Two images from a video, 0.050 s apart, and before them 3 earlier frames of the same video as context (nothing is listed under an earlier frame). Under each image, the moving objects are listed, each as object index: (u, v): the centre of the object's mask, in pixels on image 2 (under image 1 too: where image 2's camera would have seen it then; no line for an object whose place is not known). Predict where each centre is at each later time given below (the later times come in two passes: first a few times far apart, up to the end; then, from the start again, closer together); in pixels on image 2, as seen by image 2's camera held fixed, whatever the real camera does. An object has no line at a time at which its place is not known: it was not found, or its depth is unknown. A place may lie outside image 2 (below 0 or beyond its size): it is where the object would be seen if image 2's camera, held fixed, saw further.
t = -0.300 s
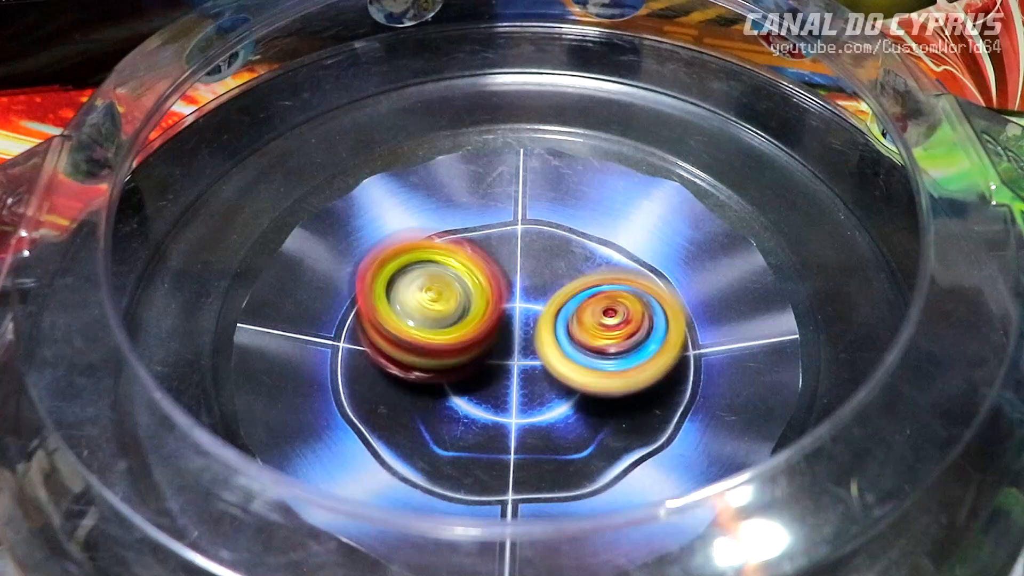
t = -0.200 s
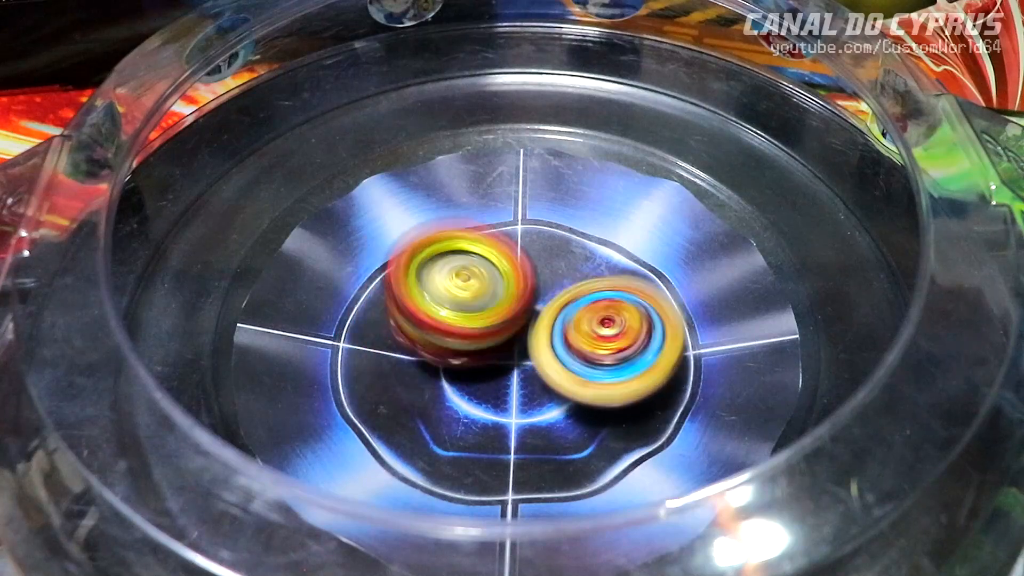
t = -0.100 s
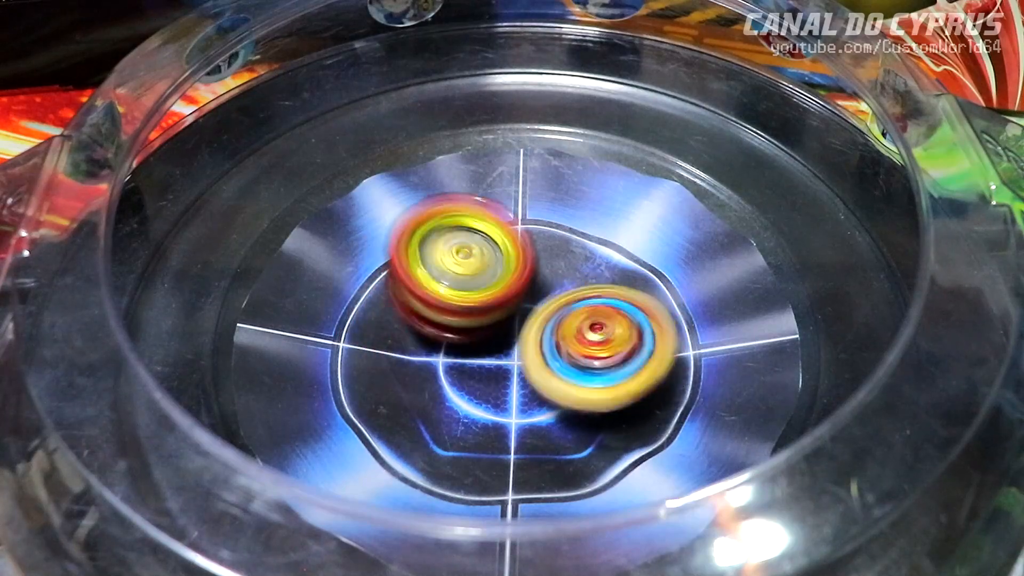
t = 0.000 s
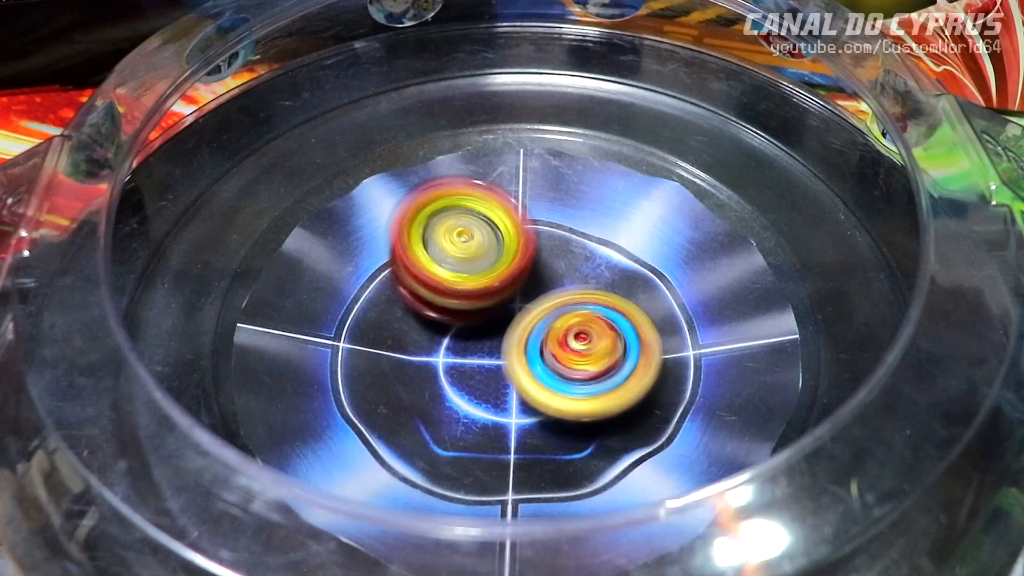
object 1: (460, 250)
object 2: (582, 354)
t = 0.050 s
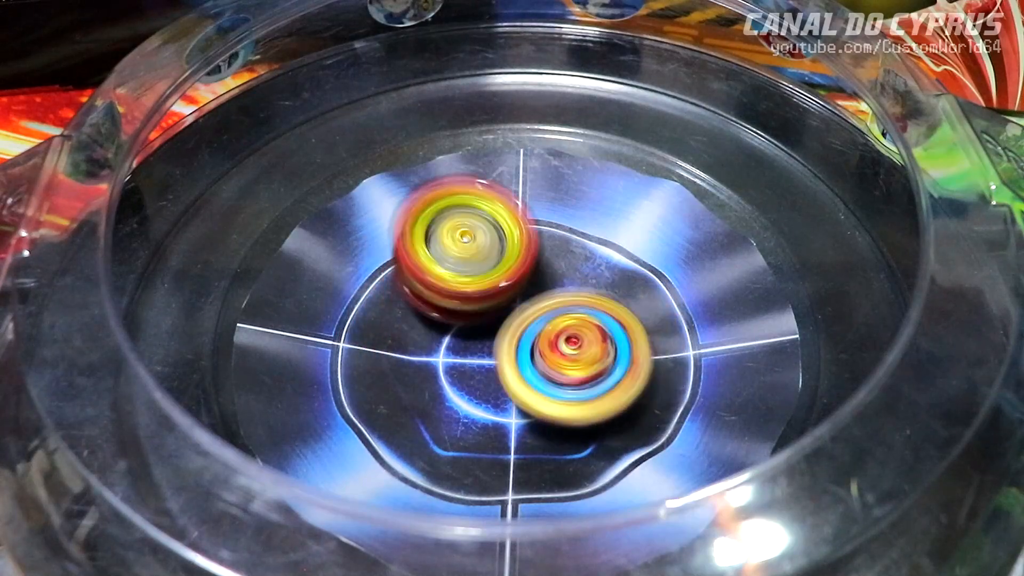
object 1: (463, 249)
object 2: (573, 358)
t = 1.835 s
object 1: (515, 387)
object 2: (477, 259)
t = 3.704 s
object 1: (449, 282)
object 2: (588, 349)
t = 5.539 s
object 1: (527, 252)
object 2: (526, 402)
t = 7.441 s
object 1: (488, 289)
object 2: (554, 365)
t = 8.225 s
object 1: (488, 289)
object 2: (554, 365)
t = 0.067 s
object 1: (464, 249)
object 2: (572, 359)
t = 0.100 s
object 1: (470, 251)
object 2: (564, 360)
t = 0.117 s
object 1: (471, 252)
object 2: (561, 361)
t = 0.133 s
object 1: (473, 252)
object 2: (555, 362)
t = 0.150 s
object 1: (478, 252)
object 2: (555, 366)
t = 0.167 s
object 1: (480, 246)
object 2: (555, 375)
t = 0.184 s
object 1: (479, 236)
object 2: (552, 385)
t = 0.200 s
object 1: (479, 228)
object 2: (551, 392)
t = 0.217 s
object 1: (479, 224)
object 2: (546, 398)
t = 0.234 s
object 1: (480, 220)
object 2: (539, 402)
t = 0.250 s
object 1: (480, 216)
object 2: (534, 407)
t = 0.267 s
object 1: (479, 214)
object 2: (528, 411)
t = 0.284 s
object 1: (479, 212)
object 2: (524, 413)
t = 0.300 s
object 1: (480, 209)
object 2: (521, 416)
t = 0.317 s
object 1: (481, 207)
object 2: (519, 418)
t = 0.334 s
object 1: (482, 205)
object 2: (518, 418)
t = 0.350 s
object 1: (484, 202)
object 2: (515, 419)
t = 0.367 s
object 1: (485, 200)
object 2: (514, 419)
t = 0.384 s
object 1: (488, 199)
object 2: (513, 418)
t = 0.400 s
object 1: (491, 196)
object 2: (510, 419)
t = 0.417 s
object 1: (494, 196)
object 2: (509, 417)
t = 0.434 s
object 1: (498, 195)
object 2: (506, 417)
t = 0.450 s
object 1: (503, 193)
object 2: (505, 415)
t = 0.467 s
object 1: (507, 194)
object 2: (503, 416)
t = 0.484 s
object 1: (511, 195)
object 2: (502, 415)
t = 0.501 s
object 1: (516, 194)
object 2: (500, 415)
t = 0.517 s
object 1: (521, 195)
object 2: (498, 414)
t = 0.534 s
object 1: (525, 198)
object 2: (498, 412)
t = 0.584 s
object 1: (539, 206)
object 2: (495, 408)
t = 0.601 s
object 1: (543, 208)
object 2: (493, 407)
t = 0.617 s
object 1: (547, 211)
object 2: (493, 404)
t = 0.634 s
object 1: (550, 216)
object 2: (490, 403)
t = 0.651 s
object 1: (553, 220)
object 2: (489, 401)
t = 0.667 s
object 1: (556, 224)
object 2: (489, 399)
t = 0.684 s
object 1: (559, 230)
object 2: (486, 397)
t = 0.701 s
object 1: (560, 233)
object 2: (486, 394)
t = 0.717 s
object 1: (561, 238)
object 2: (485, 390)
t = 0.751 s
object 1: (563, 249)
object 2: (481, 382)
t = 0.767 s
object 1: (563, 254)
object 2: (480, 375)
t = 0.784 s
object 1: (566, 261)
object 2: (478, 370)
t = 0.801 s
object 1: (569, 258)
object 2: (475, 368)
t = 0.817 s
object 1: (571, 258)
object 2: (470, 363)
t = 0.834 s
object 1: (576, 256)
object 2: (464, 364)
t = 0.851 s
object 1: (583, 254)
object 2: (458, 361)
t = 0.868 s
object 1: (587, 254)
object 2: (454, 357)
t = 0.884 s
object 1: (591, 254)
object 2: (450, 354)
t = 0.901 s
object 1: (595, 256)
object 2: (447, 348)
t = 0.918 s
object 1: (598, 257)
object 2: (443, 345)
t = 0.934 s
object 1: (602, 259)
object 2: (441, 341)
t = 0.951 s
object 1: (605, 261)
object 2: (439, 337)
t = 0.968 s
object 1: (608, 263)
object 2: (436, 334)
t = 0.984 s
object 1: (610, 265)
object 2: (436, 330)
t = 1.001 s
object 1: (612, 268)
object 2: (434, 326)
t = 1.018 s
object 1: (614, 271)
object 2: (433, 323)
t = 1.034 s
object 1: (614, 274)
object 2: (432, 320)
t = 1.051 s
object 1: (614, 278)
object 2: (432, 318)
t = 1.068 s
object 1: (613, 281)
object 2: (432, 314)
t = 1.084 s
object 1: (612, 284)
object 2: (430, 312)
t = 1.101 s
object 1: (610, 290)
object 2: (430, 311)
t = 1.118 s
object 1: (607, 294)
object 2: (430, 310)
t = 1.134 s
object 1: (605, 298)
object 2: (432, 308)
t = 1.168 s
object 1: (600, 308)
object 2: (432, 305)
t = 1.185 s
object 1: (596, 311)
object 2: (431, 301)
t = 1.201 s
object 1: (593, 315)
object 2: (431, 300)
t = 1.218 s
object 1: (590, 319)
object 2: (430, 300)
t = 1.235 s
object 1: (588, 321)
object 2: (430, 298)
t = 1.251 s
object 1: (590, 325)
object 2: (428, 296)
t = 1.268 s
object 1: (590, 330)
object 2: (426, 295)
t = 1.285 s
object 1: (590, 333)
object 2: (428, 294)
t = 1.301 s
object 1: (589, 335)
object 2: (428, 292)
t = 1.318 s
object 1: (589, 340)
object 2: (429, 291)
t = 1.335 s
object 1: (587, 344)
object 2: (430, 289)
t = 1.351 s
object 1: (585, 346)
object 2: (431, 287)
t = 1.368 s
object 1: (583, 350)
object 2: (431, 286)
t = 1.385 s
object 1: (581, 354)
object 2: (431, 285)
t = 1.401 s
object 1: (577, 357)
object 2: (434, 285)
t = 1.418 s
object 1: (574, 359)
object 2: (434, 282)
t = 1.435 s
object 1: (571, 363)
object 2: (435, 283)
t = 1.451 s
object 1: (567, 365)
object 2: (437, 282)
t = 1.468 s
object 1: (563, 367)
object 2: (440, 281)
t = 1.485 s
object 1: (559, 369)
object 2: (440, 281)
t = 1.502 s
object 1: (554, 372)
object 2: (442, 280)
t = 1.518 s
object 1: (549, 373)
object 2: (445, 280)
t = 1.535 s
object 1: (544, 374)
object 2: (446, 278)
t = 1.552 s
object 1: (538, 375)
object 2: (448, 279)
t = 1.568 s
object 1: (533, 376)
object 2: (449, 277)
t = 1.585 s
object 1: (530, 379)
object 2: (450, 276)
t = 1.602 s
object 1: (528, 383)
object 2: (448, 272)
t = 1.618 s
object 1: (527, 387)
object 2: (449, 268)
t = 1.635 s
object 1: (527, 388)
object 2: (449, 267)
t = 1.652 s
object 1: (527, 392)
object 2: (450, 265)
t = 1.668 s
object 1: (526, 395)
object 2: (452, 265)
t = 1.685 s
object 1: (525, 396)
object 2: (454, 265)
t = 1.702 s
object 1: (523, 397)
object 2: (458, 265)
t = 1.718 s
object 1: (522, 398)
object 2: (462, 264)
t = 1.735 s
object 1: (520, 398)
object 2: (465, 263)
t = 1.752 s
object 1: (519, 397)
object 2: (465, 262)
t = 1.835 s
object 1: (515, 387)
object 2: (477, 259)
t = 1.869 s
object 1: (511, 377)
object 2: (481, 257)
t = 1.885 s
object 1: (511, 373)
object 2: (482, 256)
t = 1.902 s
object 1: (508, 370)
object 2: (485, 255)
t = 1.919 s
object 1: (505, 366)
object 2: (489, 252)
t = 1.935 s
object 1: (503, 364)
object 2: (490, 251)
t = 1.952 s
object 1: (498, 369)
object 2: (493, 247)
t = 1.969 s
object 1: (494, 373)
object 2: (497, 240)
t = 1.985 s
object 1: (492, 377)
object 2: (500, 234)
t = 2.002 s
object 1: (491, 379)
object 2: (503, 231)
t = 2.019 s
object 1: (490, 383)
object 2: (505, 228)
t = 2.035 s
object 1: (489, 384)
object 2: (511, 227)
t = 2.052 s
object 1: (489, 386)
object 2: (515, 224)
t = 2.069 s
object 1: (489, 388)
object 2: (520, 224)
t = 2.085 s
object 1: (488, 390)
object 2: (523, 224)
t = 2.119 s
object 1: (486, 391)
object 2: (528, 225)
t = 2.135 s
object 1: (485, 392)
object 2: (529, 226)
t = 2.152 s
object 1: (483, 393)
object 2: (531, 226)
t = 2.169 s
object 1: (483, 392)
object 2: (534, 228)
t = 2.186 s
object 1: (484, 391)
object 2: (535, 228)
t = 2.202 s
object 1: (484, 389)
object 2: (536, 230)
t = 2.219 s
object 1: (483, 387)
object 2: (539, 231)
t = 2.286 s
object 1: (486, 375)
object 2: (544, 236)
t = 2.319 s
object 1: (489, 365)
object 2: (547, 239)
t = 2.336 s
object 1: (490, 361)
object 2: (549, 241)
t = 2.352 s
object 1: (491, 357)
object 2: (550, 243)
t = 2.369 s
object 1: (491, 354)
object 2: (553, 242)
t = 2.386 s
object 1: (487, 356)
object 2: (555, 240)
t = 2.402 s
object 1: (483, 356)
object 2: (557, 237)
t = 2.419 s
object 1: (481, 354)
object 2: (559, 239)
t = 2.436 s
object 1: (480, 351)
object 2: (561, 239)
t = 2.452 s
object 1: (479, 349)
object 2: (562, 241)
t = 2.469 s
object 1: (476, 345)
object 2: (565, 243)
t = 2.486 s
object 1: (475, 342)
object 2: (567, 244)
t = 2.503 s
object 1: (473, 340)
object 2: (569, 244)
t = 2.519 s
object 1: (467, 340)
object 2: (573, 244)
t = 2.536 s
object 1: (463, 338)
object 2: (576, 243)
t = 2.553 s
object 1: (462, 337)
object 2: (577, 245)
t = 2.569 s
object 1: (461, 336)
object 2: (578, 246)
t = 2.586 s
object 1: (459, 336)
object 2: (579, 249)
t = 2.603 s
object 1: (455, 335)
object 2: (581, 251)
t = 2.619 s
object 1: (453, 332)
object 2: (583, 253)
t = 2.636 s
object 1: (451, 329)
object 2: (584, 255)
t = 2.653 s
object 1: (449, 329)
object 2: (583, 257)
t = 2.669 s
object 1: (447, 327)
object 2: (586, 260)
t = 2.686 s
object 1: (447, 325)
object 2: (587, 261)
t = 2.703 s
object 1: (447, 323)
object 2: (587, 263)
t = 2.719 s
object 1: (446, 322)
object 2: (587, 265)
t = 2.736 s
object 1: (448, 319)
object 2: (589, 269)
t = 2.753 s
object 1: (447, 318)
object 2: (590, 270)
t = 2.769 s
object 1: (443, 319)
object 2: (593, 268)
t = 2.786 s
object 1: (439, 319)
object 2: (597, 267)
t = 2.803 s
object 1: (437, 320)
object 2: (600, 269)
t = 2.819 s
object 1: (435, 320)
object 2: (603, 268)
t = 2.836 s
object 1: (433, 322)
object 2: (602, 270)
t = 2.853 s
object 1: (432, 323)
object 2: (601, 270)
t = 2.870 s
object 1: (431, 324)
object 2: (600, 273)
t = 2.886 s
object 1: (430, 324)
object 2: (601, 274)
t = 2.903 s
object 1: (430, 325)
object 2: (600, 277)
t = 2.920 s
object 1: (431, 326)
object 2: (601, 280)
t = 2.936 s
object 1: (434, 326)
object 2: (601, 283)
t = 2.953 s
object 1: (437, 327)
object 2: (604, 286)
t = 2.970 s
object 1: (440, 329)
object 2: (604, 286)
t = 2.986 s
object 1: (443, 328)
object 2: (604, 289)
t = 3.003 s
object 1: (446, 328)
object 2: (602, 290)
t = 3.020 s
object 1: (452, 327)
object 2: (604, 294)
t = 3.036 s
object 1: (456, 326)
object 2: (604, 294)
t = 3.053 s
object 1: (458, 325)
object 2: (604, 296)
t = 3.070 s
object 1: (456, 324)
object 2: (608, 297)
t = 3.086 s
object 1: (452, 325)
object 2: (611, 298)
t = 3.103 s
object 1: (447, 325)
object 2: (613, 298)
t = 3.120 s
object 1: (445, 325)
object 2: (613, 300)
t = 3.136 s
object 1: (444, 325)
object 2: (613, 301)
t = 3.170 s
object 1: (440, 326)
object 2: (613, 307)
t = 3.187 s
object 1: (438, 326)
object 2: (612, 307)
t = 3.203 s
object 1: (436, 327)
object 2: (613, 310)
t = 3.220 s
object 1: (432, 326)
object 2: (612, 309)
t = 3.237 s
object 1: (431, 325)
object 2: (612, 313)
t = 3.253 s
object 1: (430, 324)
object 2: (612, 313)
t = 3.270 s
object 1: (430, 325)
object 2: (611, 315)
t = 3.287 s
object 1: (431, 325)
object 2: (611, 315)
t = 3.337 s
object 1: (436, 322)
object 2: (608, 320)
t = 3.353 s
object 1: (440, 323)
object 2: (607, 323)
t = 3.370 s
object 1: (442, 322)
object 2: (606, 323)
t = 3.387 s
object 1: (443, 320)
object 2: (607, 325)
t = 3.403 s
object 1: (443, 318)
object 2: (609, 326)
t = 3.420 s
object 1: (445, 316)
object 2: (608, 325)
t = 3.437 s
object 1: (446, 314)
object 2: (607, 326)
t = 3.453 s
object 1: (446, 313)
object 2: (605, 326)
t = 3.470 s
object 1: (446, 310)
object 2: (602, 328)
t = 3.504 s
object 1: (441, 305)
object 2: (604, 331)
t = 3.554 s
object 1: (440, 300)
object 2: (602, 333)
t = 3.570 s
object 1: (440, 300)
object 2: (601, 333)
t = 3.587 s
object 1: (439, 297)
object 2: (598, 335)
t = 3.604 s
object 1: (440, 294)
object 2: (596, 335)
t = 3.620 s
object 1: (440, 290)
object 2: (592, 338)
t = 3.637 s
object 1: (443, 289)
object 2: (591, 342)
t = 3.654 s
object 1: (444, 288)
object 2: (591, 343)
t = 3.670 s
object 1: (446, 286)
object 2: (590, 345)
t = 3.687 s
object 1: (447, 283)
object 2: (588, 345)
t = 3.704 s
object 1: (449, 282)
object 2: (588, 349)
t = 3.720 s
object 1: (445, 276)
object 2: (594, 352)
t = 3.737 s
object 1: (443, 271)
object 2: (594, 356)
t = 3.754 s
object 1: (443, 266)
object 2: (594, 358)
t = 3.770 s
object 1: (442, 263)
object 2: (593, 360)
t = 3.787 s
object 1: (443, 260)
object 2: (590, 363)
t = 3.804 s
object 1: (443, 259)
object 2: (590, 364)
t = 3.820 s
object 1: (445, 258)
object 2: (590, 366)
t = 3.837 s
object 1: (446, 258)
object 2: (590, 366)
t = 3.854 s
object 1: (448, 259)
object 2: (589, 365)
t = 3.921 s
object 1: (455, 262)
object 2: (578, 368)
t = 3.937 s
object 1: (457, 262)
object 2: (576, 368)
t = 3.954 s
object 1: (459, 264)
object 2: (572, 371)
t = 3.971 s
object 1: (461, 265)
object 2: (572, 372)
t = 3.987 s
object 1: (462, 268)
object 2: (570, 373)
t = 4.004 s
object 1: (463, 271)
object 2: (569, 374)
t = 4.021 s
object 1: (464, 274)
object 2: (568, 374)
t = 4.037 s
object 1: (462, 274)
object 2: (569, 376)
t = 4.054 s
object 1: (460, 265)
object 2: (573, 381)
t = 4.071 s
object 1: (460, 267)
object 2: (576, 382)
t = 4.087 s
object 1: (460, 266)
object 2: (576, 382)
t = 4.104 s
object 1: (459, 266)
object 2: (575, 380)
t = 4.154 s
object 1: (465, 272)
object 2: (564, 378)
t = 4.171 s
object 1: (466, 275)
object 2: (558, 379)
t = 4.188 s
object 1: (467, 278)
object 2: (556, 379)
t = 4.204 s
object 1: (465, 281)
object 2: (555, 382)
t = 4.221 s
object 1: (463, 279)
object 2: (557, 386)
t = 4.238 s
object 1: (464, 280)
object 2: (560, 390)
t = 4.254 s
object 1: (464, 278)
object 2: (560, 391)
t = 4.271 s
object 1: (465, 280)
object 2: (560, 392)
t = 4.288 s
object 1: (465, 282)
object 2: (560, 391)
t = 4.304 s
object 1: (464, 284)
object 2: (559, 390)
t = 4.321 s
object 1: (462, 286)
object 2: (558, 389)
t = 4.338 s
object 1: (460, 287)
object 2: (554, 388)
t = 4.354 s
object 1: (459, 287)
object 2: (552, 389)
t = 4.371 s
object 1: (458, 286)
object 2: (552, 389)
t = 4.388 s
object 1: (459, 286)
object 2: (551, 389)
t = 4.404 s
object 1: (461, 286)
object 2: (551, 390)
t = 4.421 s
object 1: (463, 287)
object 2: (550, 388)
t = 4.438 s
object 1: (460, 287)
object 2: (549, 389)
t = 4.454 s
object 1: (458, 285)
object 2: (553, 392)
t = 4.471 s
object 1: (456, 284)
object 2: (556, 393)
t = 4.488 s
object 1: (456, 281)
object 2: (559, 393)
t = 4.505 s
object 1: (457, 281)
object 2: (561, 391)
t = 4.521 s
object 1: (459, 280)
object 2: (559, 389)
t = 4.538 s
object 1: (460, 281)
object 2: (554, 388)
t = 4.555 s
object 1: (460, 282)
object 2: (552, 385)
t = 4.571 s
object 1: (460, 283)
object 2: (547, 384)
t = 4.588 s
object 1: (460, 283)
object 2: (543, 386)
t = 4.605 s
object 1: (460, 284)
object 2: (541, 385)
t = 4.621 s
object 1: (459, 280)
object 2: (541, 385)
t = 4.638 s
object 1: (456, 277)
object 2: (546, 388)
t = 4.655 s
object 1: (453, 266)
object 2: (551, 389)
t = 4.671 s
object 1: (452, 266)
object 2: (554, 389)
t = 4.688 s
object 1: (454, 265)
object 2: (555, 390)
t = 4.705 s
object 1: (457, 263)
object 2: (556, 388)
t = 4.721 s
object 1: (458, 265)
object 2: (554, 386)
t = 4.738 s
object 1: (461, 265)
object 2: (551, 385)
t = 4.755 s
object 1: (461, 267)
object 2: (547, 383)
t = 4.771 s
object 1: (463, 268)
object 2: (540, 382)
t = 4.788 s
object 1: (464, 271)
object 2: (535, 384)
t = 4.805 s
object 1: (464, 272)
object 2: (533, 384)
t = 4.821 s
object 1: (461, 269)
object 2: (538, 386)
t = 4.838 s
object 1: (457, 262)
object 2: (547, 392)
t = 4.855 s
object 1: (455, 253)
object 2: (554, 398)
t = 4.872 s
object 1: (454, 245)
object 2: (560, 402)
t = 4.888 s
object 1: (454, 237)
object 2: (565, 405)
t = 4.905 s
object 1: (455, 232)
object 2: (568, 406)
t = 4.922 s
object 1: (456, 228)
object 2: (572, 406)
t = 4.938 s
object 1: (457, 227)
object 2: (573, 406)
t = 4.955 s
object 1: (459, 225)
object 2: (570, 405)
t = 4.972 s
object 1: (462, 227)
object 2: (567, 403)
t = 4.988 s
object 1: (462, 229)
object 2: (562, 401)
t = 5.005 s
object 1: (466, 233)
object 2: (557, 401)
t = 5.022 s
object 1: (467, 243)
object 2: (551, 403)
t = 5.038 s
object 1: (468, 246)
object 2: (549, 403)
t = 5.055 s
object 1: (470, 250)
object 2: (547, 400)
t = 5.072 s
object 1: (472, 255)
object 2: (546, 396)
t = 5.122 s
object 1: (482, 272)
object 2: (544, 384)
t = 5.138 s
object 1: (483, 272)
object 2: (543, 384)
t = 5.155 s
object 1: (485, 272)
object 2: (542, 384)
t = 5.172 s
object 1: (486, 272)
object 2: (543, 383)
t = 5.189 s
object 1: (487, 272)
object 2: (543, 385)
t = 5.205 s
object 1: (488, 268)
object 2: (547, 391)
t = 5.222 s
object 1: (488, 265)
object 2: (552, 395)
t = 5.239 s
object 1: (490, 261)
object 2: (554, 396)
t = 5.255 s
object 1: (492, 258)
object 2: (556, 396)
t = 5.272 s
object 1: (497, 257)
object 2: (555, 395)
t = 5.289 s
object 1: (503, 255)
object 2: (552, 394)
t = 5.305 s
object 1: (506, 254)
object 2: (547, 392)
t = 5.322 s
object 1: (509, 254)
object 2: (543, 391)
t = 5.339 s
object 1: (512, 254)
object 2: (540, 389)
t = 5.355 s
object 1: (515, 257)
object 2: (535, 387)
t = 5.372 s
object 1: (517, 259)
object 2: (528, 383)
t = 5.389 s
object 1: (519, 259)
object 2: (523, 384)
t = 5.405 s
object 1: (521, 256)
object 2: (521, 391)
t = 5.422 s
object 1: (521, 252)
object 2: (521, 399)
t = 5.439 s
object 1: (521, 251)
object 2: (523, 404)
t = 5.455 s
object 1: (520, 249)
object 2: (524, 407)
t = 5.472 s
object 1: (519, 249)
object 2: (526, 407)
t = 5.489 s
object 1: (520, 249)
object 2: (526, 406)
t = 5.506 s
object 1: (521, 249)
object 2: (525, 405)
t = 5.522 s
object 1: (524, 249)
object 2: (524, 404)
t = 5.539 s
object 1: (527, 252)
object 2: (526, 402)
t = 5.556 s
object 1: (528, 254)
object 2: (527, 399)
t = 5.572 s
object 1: (528, 258)
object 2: (524, 394)
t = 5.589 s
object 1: (529, 262)
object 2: (523, 390)
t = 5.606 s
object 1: (530, 266)
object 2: (524, 387)
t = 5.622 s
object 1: (529, 271)
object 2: (524, 383)
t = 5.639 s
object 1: (527, 274)
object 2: (522, 383)
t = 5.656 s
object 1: (524, 277)
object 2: (523, 382)
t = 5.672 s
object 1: (521, 279)
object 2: (526, 379)
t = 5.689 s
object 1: (518, 281)
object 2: (530, 376)
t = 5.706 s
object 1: (516, 280)
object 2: (533, 375)
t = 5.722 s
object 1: (514, 279)
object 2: (534, 375)
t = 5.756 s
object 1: (509, 279)
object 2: (536, 377)
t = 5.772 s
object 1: (507, 278)
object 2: (537, 377)
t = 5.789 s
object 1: (505, 279)
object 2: (539, 377)
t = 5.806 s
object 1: (503, 279)
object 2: (540, 376)
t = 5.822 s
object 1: (501, 280)
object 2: (540, 376)
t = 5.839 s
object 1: (498, 281)
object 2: (540, 376)
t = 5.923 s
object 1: (494, 284)
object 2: (544, 371)
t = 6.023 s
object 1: (492, 285)
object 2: (556, 363)
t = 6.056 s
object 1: (492, 285)
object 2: (559, 361)
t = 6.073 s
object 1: (492, 285)
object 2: (560, 361)
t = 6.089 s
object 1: (492, 285)
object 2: (561, 360)
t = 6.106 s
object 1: (492, 285)
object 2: (561, 360)
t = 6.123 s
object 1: (492, 285)
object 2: (561, 360)
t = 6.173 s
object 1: (492, 286)
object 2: (560, 360)
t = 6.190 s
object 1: (492, 286)
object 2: (559, 361)
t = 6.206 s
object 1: (491, 286)
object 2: (558, 361)
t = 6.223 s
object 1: (491, 286)
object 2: (557, 362)
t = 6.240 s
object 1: (491, 287)
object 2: (556, 363)
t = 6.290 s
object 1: (489, 289)
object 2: (552, 366)
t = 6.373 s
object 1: (488, 289)
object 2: (552, 366)
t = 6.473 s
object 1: (488, 289)
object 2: (554, 365)
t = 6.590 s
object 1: (488, 290)
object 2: (554, 365)
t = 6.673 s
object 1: (488, 290)
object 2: (554, 365)
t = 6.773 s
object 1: (487, 289)
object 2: (554, 365)
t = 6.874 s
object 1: (488, 289)
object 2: (554, 365)
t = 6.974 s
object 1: (488, 289)
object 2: (554, 365)
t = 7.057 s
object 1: (488, 289)
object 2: (554, 365)
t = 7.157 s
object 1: (488, 289)
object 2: (554, 365)
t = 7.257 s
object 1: (488, 289)
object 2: (554, 365)
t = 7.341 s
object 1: (488, 289)
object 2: (554, 365)
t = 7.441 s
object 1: (488, 289)
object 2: (554, 365)
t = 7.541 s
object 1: (488, 289)
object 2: (554, 365)
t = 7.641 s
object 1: (488, 289)
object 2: (554, 365)
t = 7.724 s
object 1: (488, 289)
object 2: (554, 365)
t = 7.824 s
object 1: (488, 289)
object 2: (554, 365)
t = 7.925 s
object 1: (488, 289)
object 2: (554, 365)
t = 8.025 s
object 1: (488, 289)
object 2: (554, 365)
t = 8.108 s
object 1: (488, 289)
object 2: (554, 365)
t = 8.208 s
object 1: (488, 289)
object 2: (554, 365)
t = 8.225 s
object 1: (488, 289)
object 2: (554, 365)
